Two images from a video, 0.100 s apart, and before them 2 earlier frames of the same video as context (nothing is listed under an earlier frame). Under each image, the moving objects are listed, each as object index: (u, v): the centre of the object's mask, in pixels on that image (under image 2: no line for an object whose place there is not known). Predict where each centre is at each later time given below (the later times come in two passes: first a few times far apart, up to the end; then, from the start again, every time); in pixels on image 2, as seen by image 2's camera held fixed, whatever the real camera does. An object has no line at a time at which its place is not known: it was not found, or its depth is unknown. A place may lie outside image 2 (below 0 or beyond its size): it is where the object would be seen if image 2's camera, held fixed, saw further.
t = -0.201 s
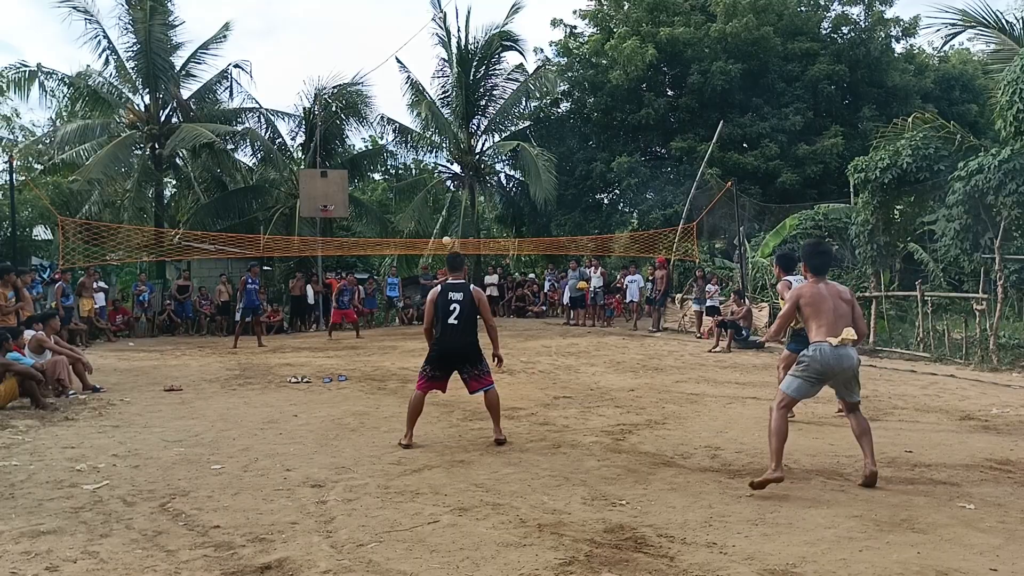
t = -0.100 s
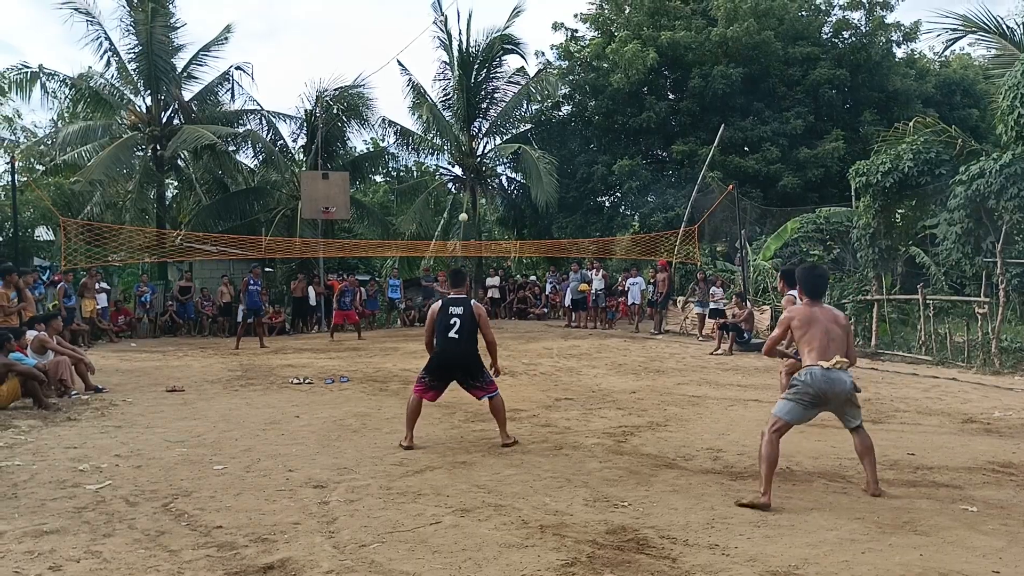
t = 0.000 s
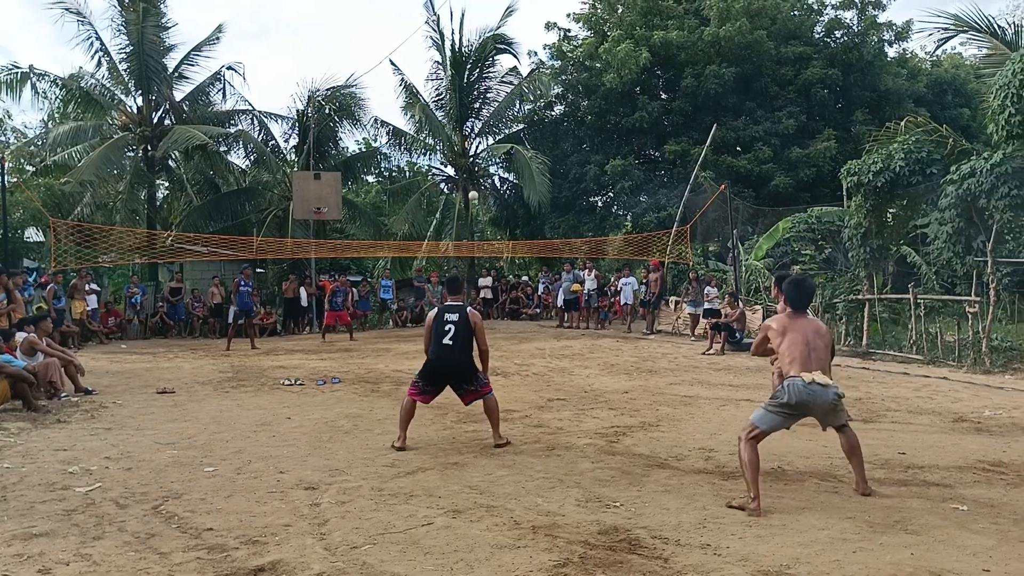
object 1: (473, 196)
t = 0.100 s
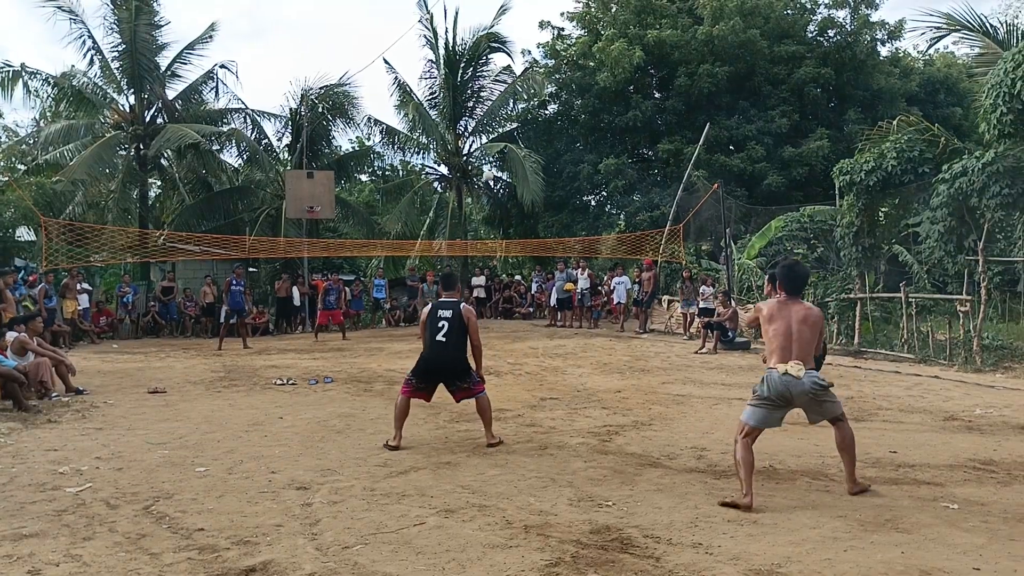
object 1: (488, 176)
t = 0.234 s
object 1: (522, 158)
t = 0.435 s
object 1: (591, 155)
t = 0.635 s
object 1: (700, 202)
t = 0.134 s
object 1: (496, 171)
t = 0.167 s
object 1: (504, 166)
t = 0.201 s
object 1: (513, 162)
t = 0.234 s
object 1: (522, 158)
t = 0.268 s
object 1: (532, 155)
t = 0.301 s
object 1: (542, 153)
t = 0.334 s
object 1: (553, 152)
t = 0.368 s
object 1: (565, 152)
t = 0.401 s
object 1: (577, 153)
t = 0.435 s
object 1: (591, 155)
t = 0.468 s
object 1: (605, 158)
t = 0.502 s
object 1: (621, 163)
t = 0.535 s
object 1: (638, 170)
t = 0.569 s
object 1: (657, 178)
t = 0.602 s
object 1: (678, 189)
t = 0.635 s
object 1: (700, 202)
